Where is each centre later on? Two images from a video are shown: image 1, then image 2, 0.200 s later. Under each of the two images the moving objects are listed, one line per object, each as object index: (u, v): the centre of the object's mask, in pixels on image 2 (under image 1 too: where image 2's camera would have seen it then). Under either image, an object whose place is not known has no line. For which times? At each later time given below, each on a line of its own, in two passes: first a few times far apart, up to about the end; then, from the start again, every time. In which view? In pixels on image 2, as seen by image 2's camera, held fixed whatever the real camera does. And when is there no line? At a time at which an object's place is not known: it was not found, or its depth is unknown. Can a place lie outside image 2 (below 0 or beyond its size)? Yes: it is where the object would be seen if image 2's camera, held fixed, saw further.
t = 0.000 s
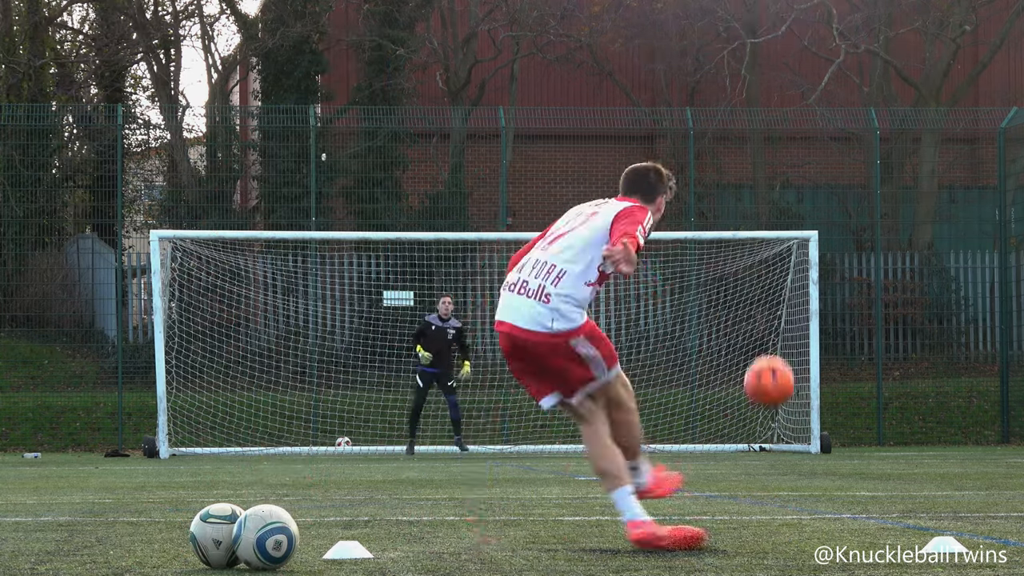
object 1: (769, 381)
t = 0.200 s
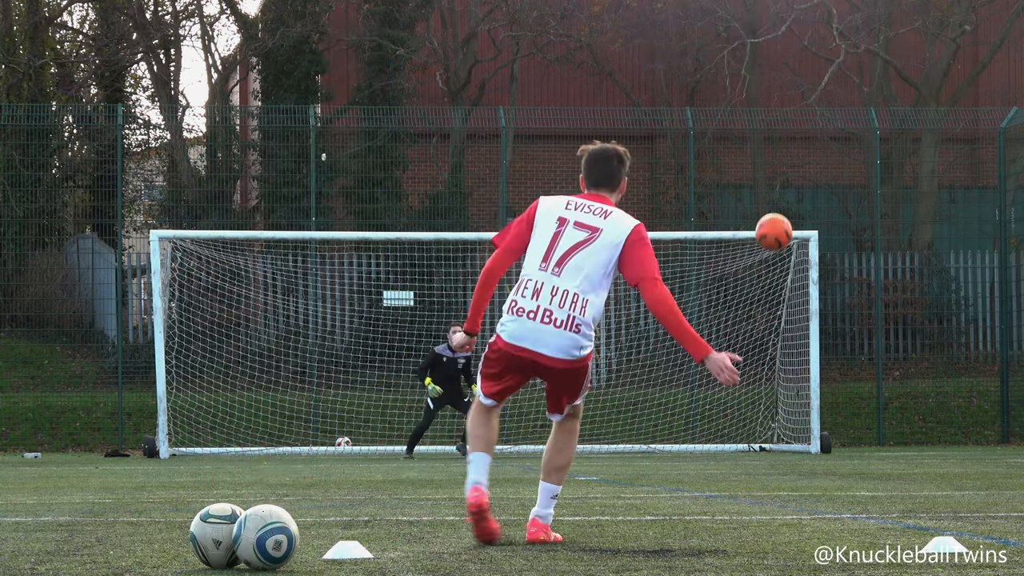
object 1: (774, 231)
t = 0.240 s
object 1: (773, 214)
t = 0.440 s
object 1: (777, 166)
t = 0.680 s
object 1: (796, 183)
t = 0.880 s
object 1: (819, 239)
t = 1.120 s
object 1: (854, 336)
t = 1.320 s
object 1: (884, 435)
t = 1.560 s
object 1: (968, 401)
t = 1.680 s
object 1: (1012, 395)
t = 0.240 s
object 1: (773, 214)
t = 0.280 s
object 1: (773, 200)
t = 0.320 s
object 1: (773, 188)
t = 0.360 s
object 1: (774, 178)
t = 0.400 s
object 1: (775, 171)
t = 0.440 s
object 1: (777, 166)
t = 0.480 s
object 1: (780, 164)
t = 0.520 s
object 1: (783, 164)
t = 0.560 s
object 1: (785, 165)
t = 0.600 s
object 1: (789, 169)
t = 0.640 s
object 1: (792, 175)
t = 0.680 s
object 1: (796, 183)
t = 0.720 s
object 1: (800, 193)
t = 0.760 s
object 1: (804, 202)
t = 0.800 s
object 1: (808, 213)
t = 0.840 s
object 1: (813, 225)
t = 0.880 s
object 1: (819, 239)
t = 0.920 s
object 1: (825, 253)
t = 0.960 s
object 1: (829, 268)
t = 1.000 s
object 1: (835, 284)
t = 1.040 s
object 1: (842, 299)
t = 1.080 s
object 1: (848, 317)
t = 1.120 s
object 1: (854, 336)
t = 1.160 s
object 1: (860, 354)
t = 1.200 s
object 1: (866, 374)
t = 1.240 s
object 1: (871, 394)
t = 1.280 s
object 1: (876, 415)
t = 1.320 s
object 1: (884, 435)
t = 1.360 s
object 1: (899, 438)
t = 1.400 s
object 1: (912, 428)
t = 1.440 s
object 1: (925, 420)
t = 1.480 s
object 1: (938, 413)
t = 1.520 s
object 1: (953, 406)
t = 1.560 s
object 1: (968, 401)
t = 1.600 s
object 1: (982, 397)
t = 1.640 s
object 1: (997, 395)
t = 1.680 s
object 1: (1012, 395)
